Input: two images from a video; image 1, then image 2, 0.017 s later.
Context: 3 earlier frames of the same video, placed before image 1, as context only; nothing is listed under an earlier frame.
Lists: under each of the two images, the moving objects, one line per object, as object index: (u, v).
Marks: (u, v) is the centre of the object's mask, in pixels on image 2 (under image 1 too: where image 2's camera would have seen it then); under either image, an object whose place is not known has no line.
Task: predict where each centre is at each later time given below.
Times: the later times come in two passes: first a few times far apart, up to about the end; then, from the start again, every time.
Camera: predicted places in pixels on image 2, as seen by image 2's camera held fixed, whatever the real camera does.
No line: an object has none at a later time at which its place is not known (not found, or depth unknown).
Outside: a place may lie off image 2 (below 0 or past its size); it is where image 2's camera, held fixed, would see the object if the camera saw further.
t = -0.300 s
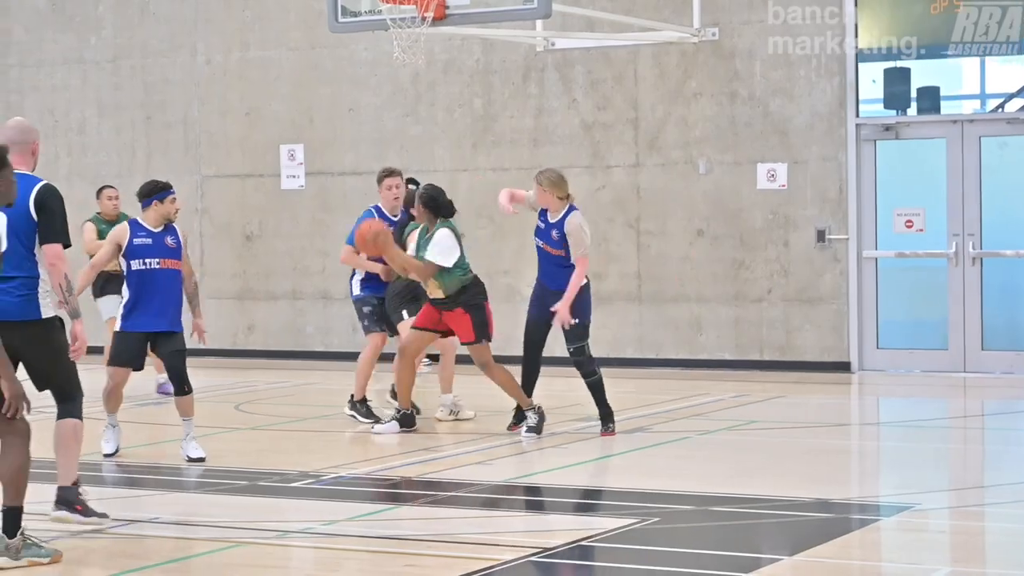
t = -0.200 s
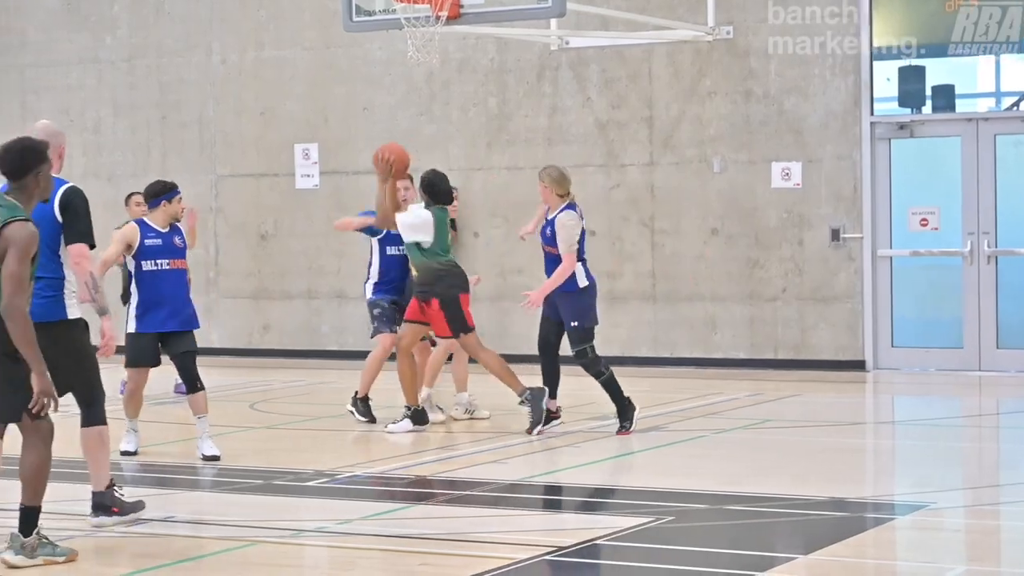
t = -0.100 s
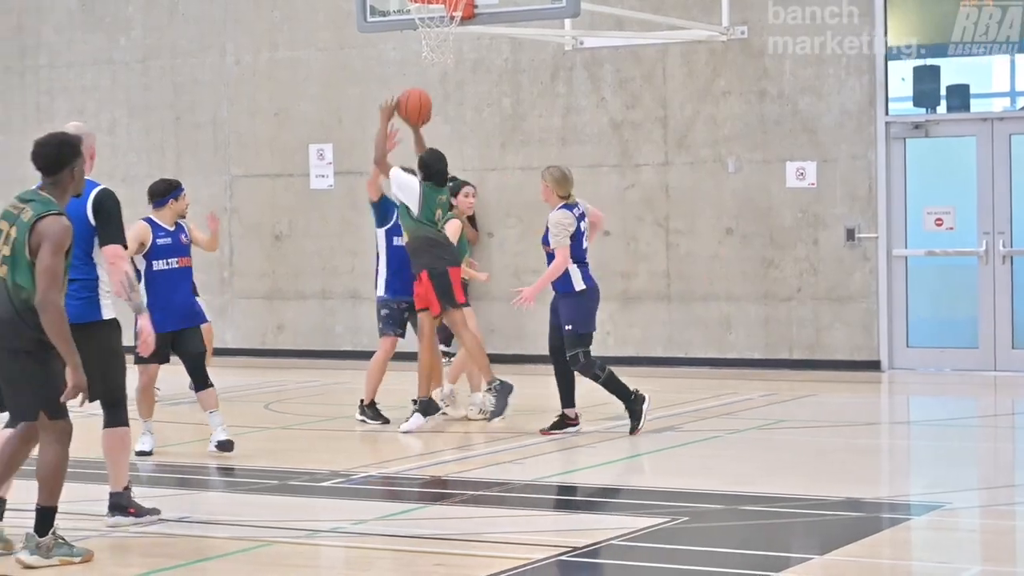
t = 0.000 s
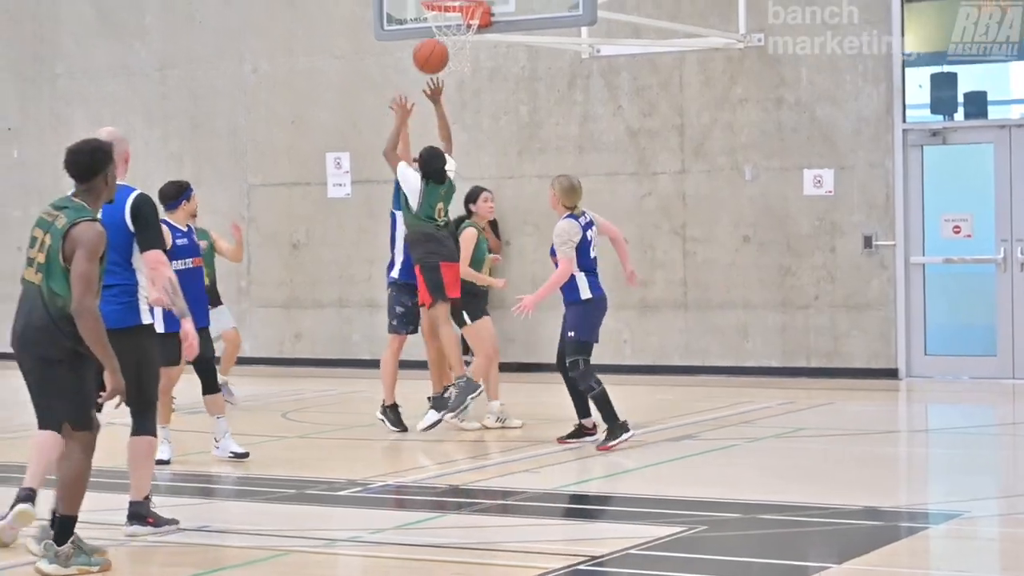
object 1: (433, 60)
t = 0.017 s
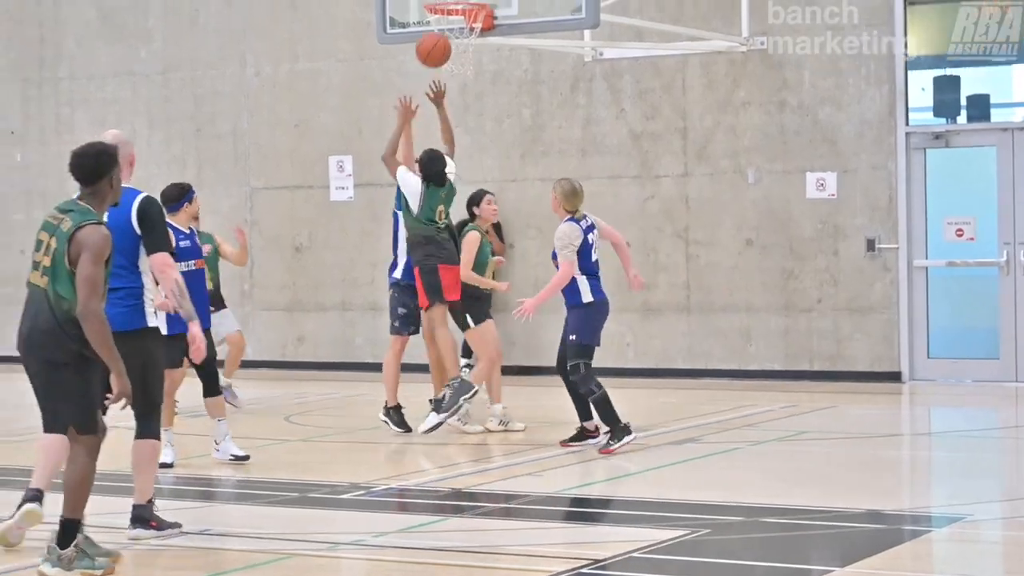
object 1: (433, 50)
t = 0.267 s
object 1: (430, -42)
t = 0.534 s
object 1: (429, -36)
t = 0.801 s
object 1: (391, -15)
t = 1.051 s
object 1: (329, 43)
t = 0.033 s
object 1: (433, 40)
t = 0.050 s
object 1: (433, 32)
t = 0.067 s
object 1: (432, 24)
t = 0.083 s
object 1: (432, 16)
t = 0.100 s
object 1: (432, 8)
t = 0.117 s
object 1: (432, 1)
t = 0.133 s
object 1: (431, -5)
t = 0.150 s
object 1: (431, -11)
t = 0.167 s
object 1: (431, -17)
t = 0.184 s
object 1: (431, -22)
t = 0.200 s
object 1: (430, -27)
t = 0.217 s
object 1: (430, -31)
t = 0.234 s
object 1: (430, -35)
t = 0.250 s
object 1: (430, -39)
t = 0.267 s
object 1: (430, -42)
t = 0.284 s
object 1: (430, -44)
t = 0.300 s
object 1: (429, -47)
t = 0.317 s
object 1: (429, -48)
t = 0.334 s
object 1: (429, -50)
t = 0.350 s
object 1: (429, -51)
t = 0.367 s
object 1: (429, -51)
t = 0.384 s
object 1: (429, -51)
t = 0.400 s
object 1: (429, -51)
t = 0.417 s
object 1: (429, -50)
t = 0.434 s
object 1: (429, -49)
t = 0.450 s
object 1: (429, -48)
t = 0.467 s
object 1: (428, -46)
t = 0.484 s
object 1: (429, -44)
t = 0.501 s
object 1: (429, -41)
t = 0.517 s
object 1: (429, -39)
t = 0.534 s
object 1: (429, -36)
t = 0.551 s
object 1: (429, -32)
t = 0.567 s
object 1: (429, -28)
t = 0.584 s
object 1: (429, -23)
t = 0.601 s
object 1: (429, -19)
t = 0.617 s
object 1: (429, -14)
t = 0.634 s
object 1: (429, -9)
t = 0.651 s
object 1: (427, -8)
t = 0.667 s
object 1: (423, -10)
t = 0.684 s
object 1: (419, -12)
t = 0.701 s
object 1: (415, -13)
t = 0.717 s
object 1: (411, -14)
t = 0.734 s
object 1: (407, -15)
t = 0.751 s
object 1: (403, -16)
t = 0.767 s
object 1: (398, -16)
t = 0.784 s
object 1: (395, -15)
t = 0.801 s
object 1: (391, -15)
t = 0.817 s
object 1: (386, -13)
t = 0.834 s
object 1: (382, -12)
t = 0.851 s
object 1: (378, -10)
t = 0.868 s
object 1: (374, -8)
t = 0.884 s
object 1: (370, -5)
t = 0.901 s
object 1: (366, -2)
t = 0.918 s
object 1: (362, 1)
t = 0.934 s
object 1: (358, 5)
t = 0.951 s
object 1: (354, 9)
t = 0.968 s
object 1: (350, 14)
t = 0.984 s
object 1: (346, 19)
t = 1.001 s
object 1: (342, 24)
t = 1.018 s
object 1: (338, 30)
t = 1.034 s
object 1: (334, 36)
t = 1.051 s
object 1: (329, 43)
